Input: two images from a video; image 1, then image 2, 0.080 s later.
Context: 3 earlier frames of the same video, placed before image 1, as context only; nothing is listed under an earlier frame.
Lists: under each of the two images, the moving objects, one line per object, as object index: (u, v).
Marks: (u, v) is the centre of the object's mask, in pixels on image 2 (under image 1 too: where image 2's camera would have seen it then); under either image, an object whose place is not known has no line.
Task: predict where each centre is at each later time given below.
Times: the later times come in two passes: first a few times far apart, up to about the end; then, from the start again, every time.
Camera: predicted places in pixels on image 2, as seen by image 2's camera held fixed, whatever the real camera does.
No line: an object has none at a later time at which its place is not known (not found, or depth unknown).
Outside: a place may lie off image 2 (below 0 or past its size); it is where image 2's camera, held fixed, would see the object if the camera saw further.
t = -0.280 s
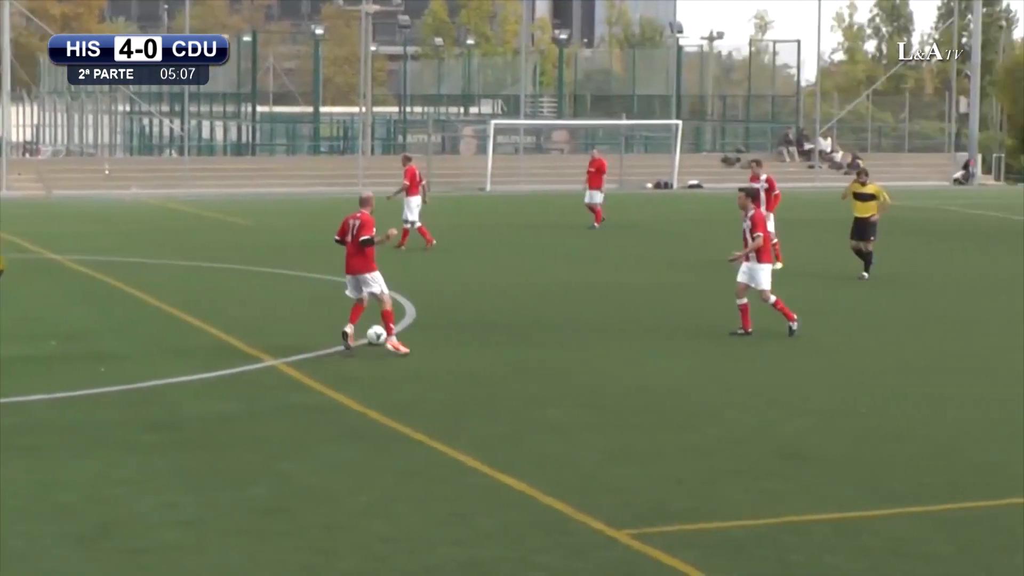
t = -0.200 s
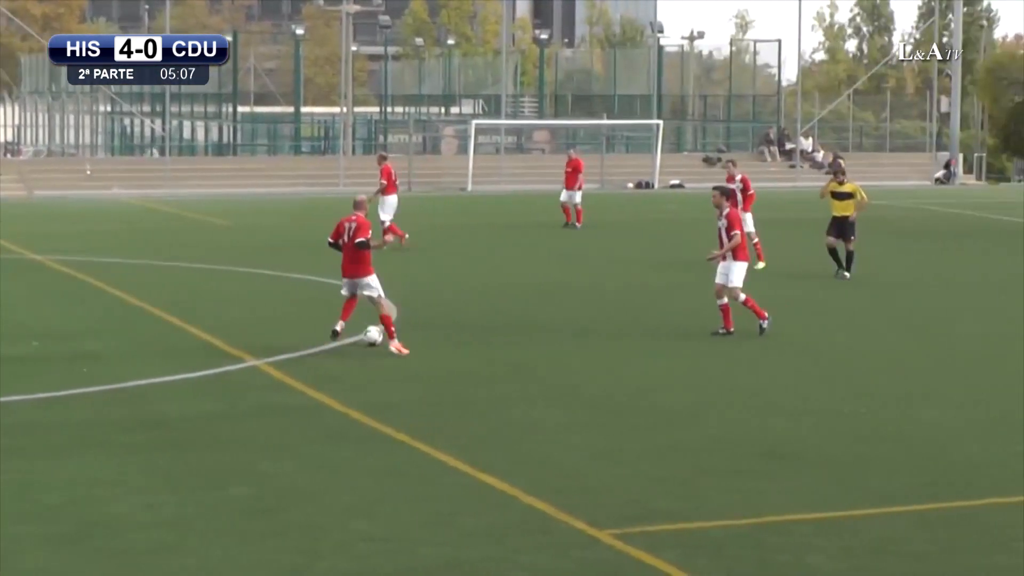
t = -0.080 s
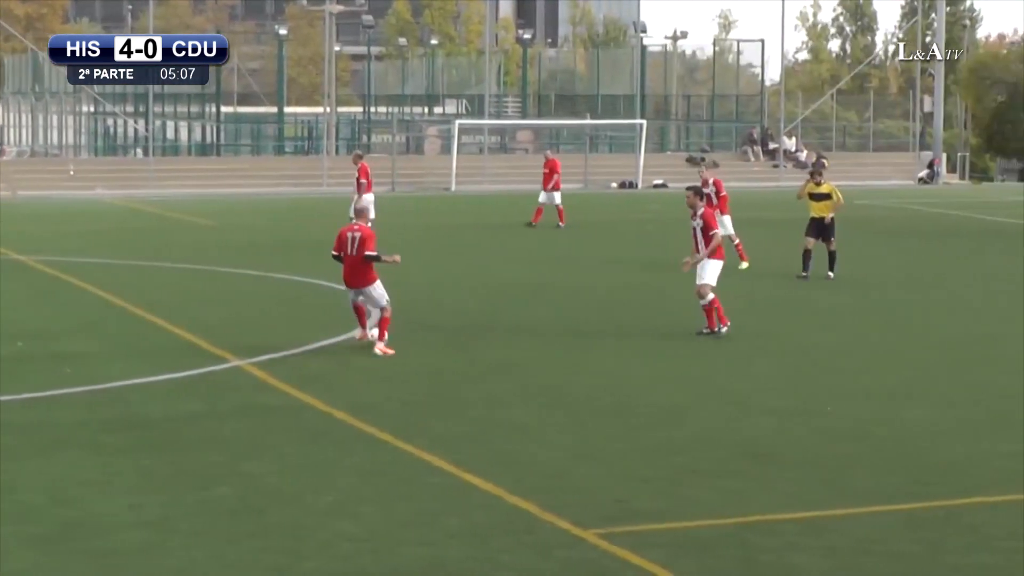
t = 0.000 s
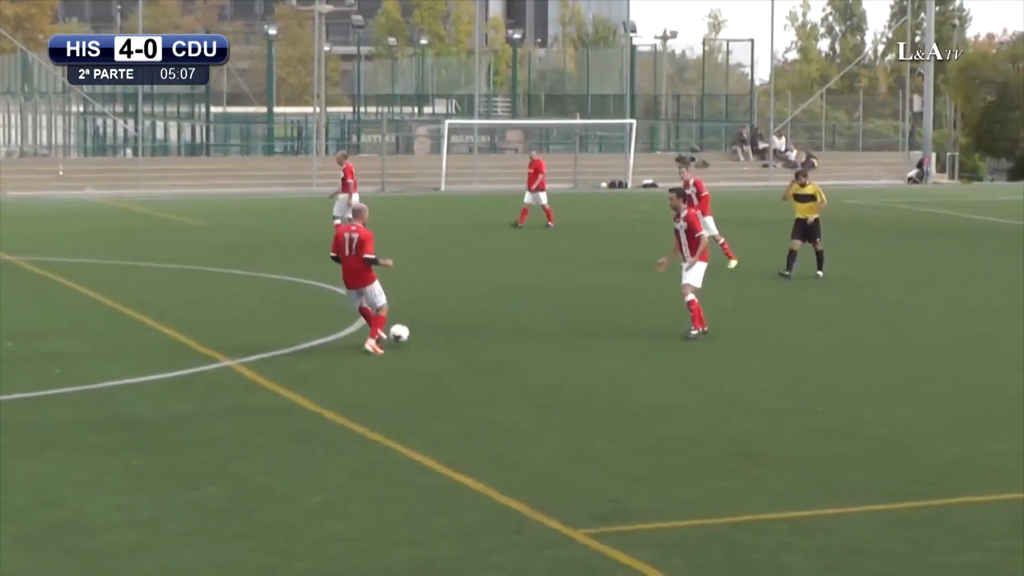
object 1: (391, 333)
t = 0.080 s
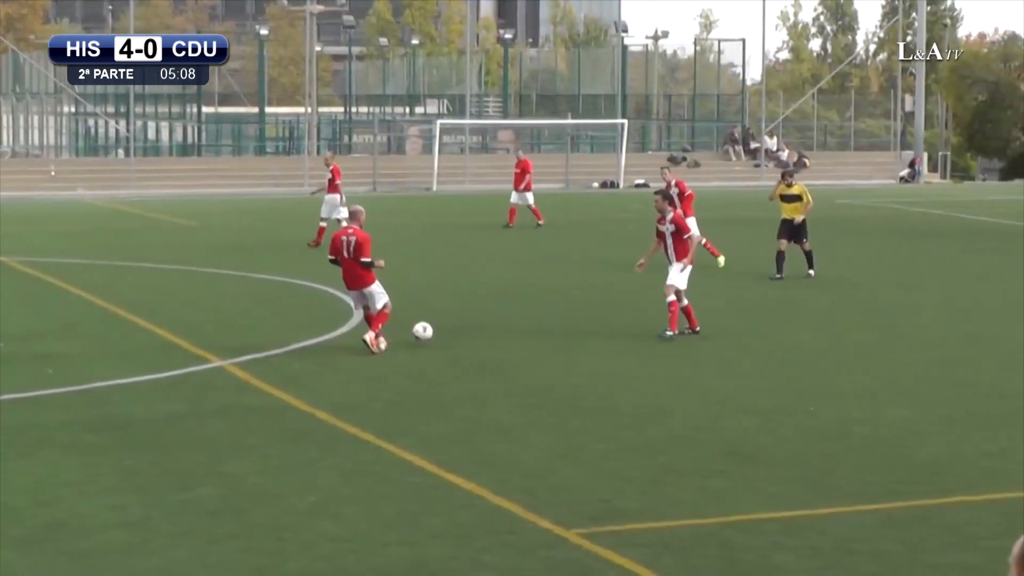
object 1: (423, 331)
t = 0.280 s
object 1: (490, 328)
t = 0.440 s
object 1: (538, 330)
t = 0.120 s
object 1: (438, 332)
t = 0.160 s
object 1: (453, 335)
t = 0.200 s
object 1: (465, 331)
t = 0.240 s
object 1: (477, 329)
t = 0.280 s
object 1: (490, 328)
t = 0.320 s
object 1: (502, 328)
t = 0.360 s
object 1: (514, 329)
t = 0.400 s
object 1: (525, 332)
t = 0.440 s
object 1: (538, 330)
